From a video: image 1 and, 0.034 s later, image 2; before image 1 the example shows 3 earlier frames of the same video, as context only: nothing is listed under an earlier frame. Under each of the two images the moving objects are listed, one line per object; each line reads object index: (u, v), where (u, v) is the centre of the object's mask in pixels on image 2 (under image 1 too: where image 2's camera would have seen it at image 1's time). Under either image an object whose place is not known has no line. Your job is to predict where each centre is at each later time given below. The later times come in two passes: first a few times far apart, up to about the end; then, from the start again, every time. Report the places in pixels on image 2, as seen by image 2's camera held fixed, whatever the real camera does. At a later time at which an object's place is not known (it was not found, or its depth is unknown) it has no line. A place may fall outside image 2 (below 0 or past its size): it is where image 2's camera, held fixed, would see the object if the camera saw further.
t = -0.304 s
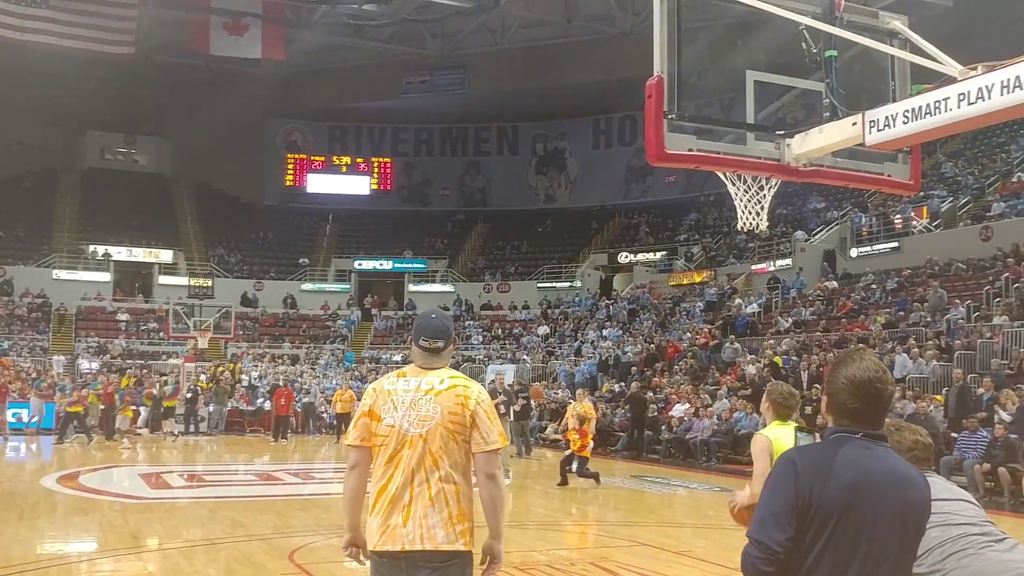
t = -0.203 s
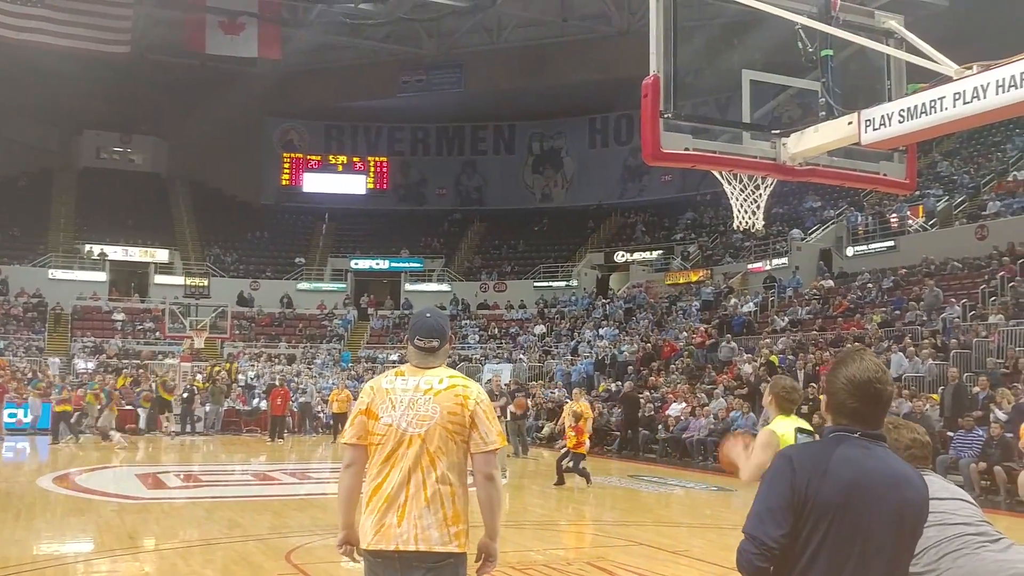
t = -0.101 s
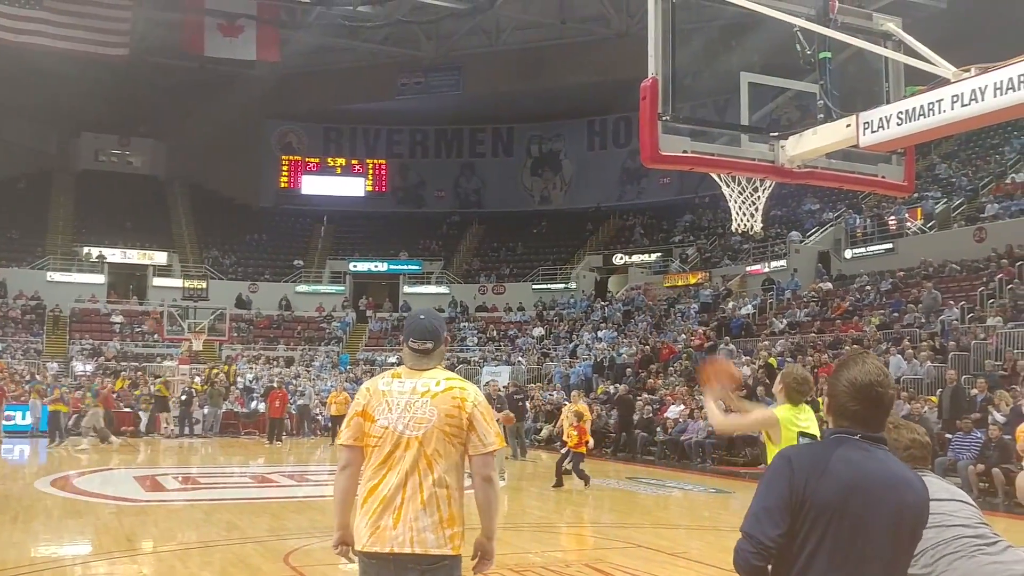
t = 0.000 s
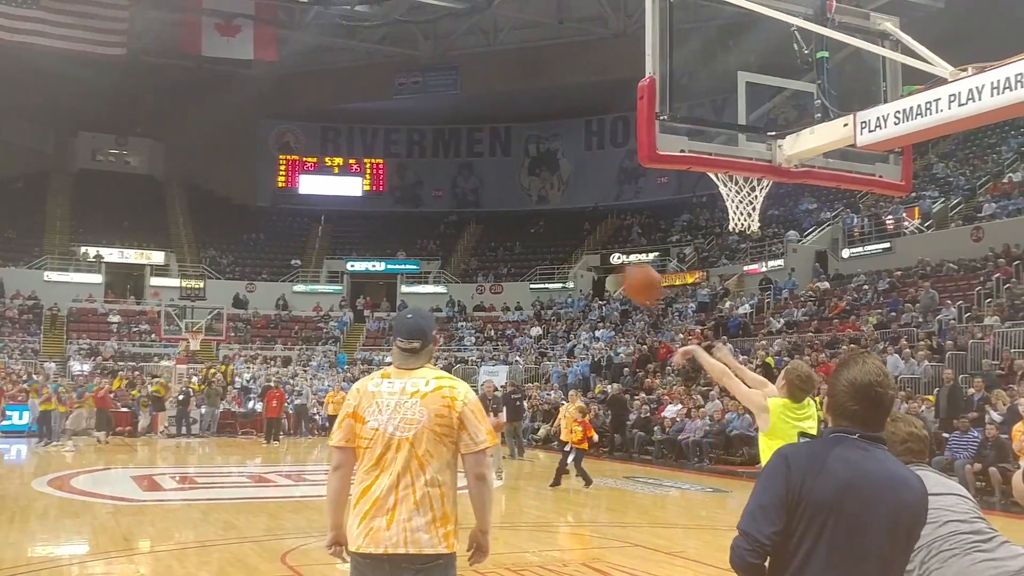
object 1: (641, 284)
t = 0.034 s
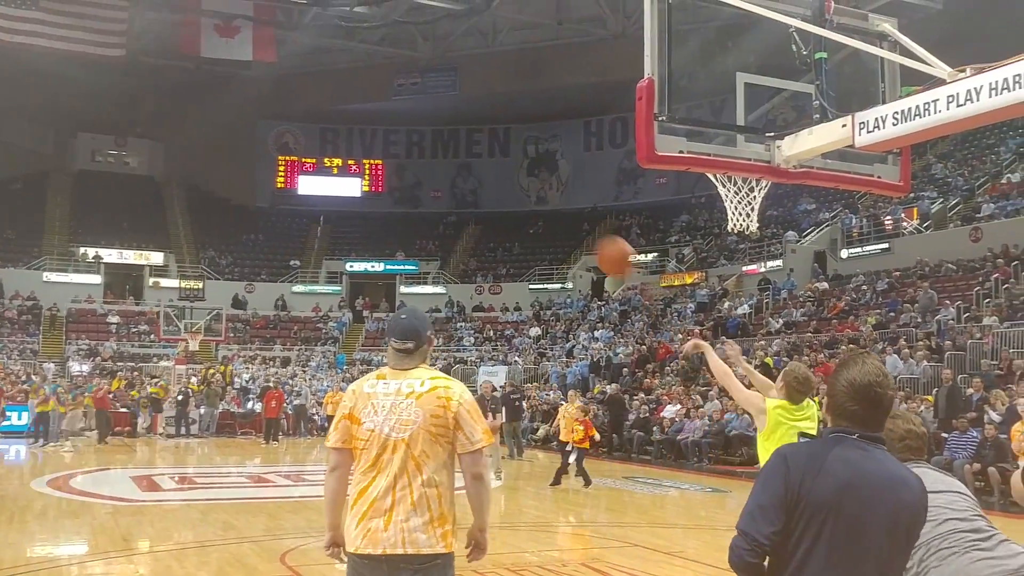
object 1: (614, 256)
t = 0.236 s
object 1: (479, 142)
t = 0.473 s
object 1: (342, 88)
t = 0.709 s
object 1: (224, 106)
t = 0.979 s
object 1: (107, 200)
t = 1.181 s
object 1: (27, 314)
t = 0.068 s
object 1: (591, 233)
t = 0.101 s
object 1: (567, 211)
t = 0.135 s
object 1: (544, 191)
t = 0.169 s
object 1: (523, 173)
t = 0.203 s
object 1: (500, 157)
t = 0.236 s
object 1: (479, 142)
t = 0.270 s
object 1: (457, 129)
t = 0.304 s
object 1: (438, 119)
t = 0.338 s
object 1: (418, 110)
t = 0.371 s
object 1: (398, 101)
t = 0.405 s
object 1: (379, 96)
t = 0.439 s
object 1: (360, 91)
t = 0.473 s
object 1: (342, 88)
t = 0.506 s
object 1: (324, 86)
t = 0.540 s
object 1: (307, 87)
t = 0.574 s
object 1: (289, 87)
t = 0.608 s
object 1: (272, 90)
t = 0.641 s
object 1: (256, 94)
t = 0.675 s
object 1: (240, 100)
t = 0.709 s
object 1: (224, 106)
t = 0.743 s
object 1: (208, 114)
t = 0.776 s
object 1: (193, 123)
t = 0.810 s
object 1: (178, 133)
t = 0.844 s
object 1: (163, 144)
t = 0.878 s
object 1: (148, 156)
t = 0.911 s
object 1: (134, 170)
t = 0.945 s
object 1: (120, 184)
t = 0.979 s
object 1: (107, 200)
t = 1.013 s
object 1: (93, 216)
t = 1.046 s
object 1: (80, 233)
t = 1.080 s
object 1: (65, 250)
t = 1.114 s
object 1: (52, 270)
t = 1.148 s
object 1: (38, 293)
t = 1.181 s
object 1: (27, 314)
